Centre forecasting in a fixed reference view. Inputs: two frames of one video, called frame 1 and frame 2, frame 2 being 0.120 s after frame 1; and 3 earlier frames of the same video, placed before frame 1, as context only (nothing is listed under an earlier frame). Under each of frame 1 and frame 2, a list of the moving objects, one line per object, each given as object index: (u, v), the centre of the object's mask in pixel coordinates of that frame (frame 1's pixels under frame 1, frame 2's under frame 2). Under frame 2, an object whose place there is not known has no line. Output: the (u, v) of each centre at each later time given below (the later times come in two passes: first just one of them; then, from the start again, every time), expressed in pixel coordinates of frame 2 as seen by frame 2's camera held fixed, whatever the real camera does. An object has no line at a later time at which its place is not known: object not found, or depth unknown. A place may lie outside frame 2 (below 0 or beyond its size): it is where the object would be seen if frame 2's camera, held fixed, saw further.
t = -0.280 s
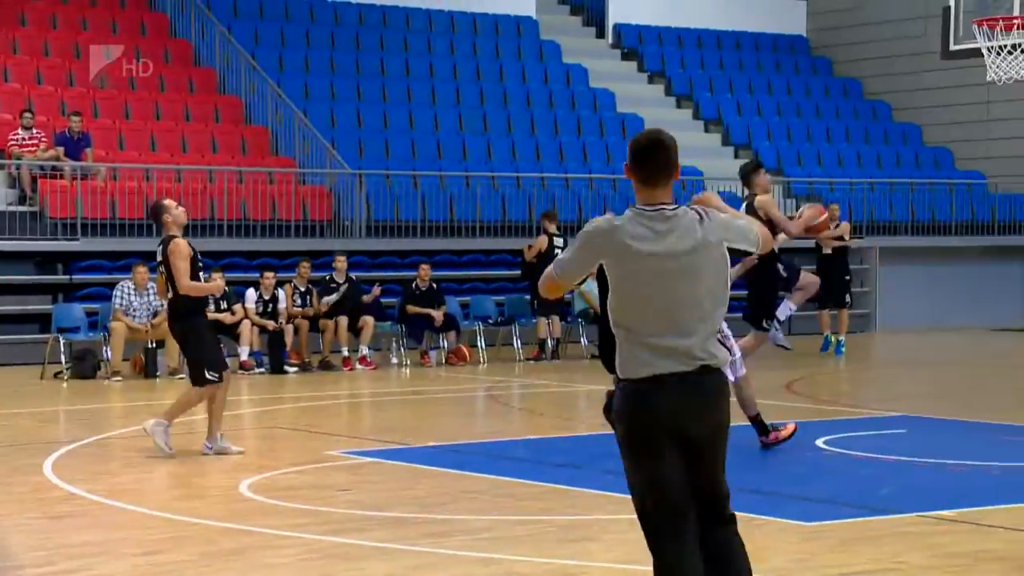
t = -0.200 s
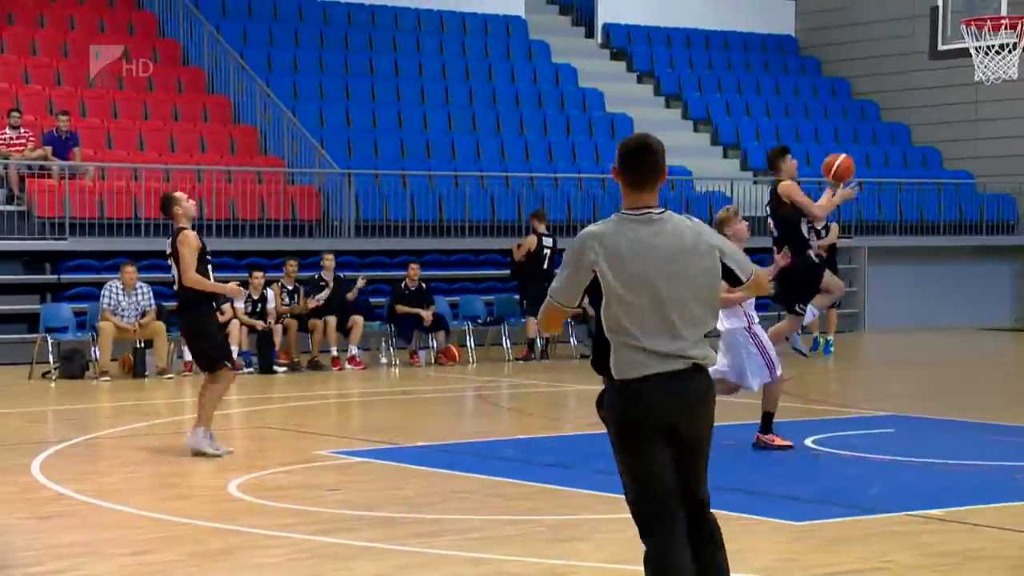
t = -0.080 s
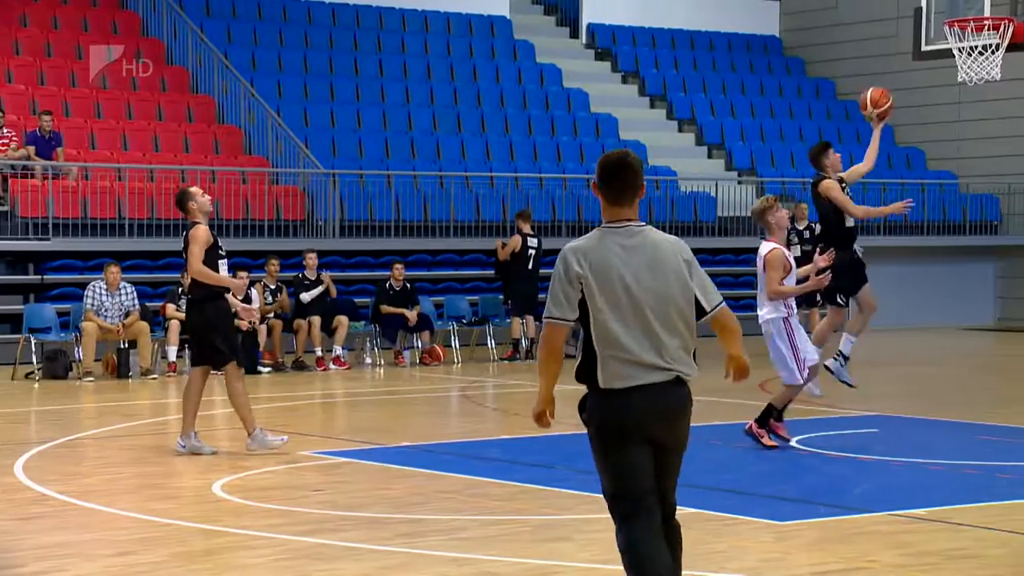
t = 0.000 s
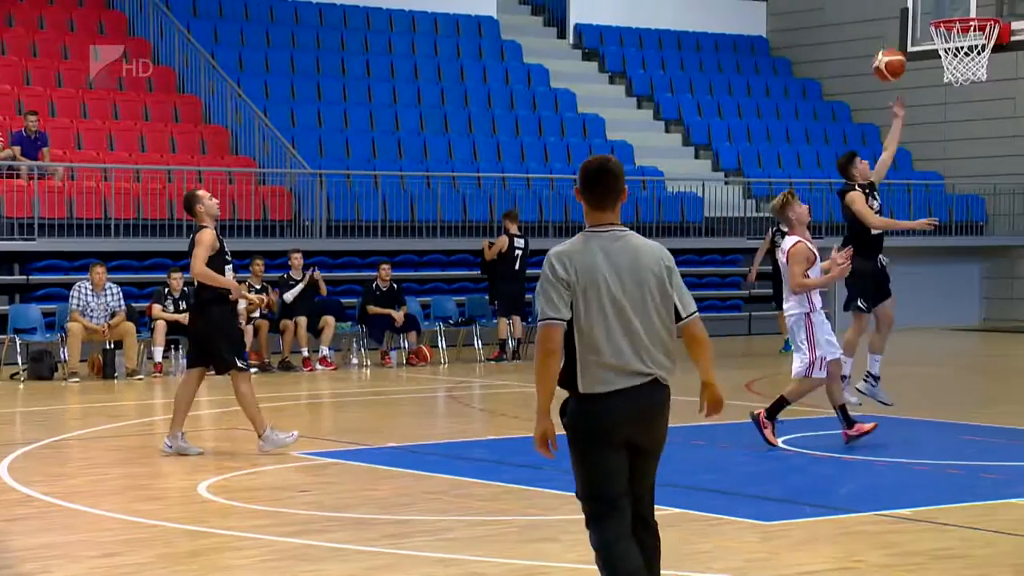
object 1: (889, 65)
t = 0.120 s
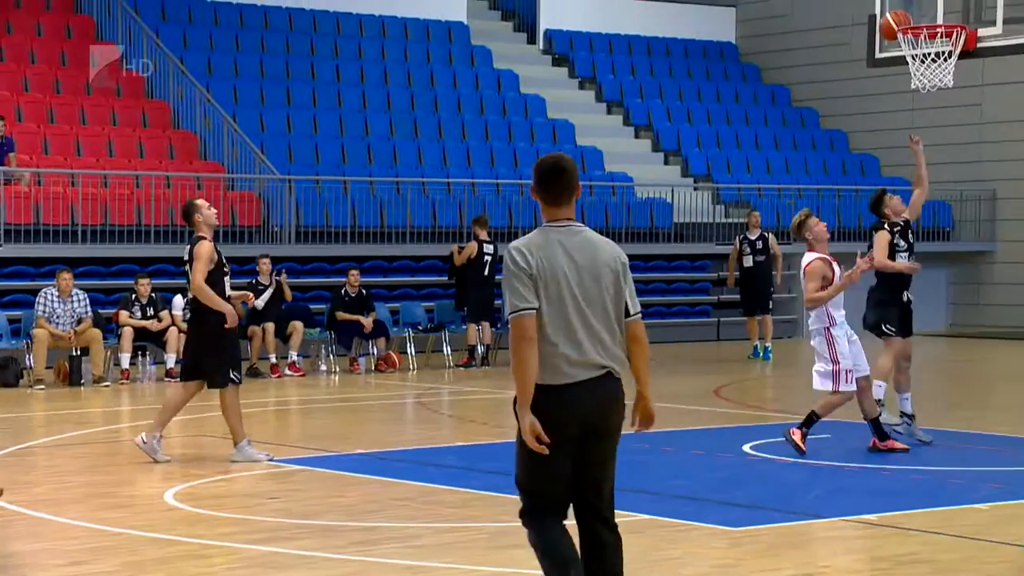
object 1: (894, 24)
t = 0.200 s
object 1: (922, 7)
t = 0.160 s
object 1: (909, 13)
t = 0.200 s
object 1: (922, 7)
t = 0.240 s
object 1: (934, 1)
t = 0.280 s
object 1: (933, -5)
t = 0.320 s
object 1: (932, -9)
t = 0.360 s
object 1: (931, -11)
